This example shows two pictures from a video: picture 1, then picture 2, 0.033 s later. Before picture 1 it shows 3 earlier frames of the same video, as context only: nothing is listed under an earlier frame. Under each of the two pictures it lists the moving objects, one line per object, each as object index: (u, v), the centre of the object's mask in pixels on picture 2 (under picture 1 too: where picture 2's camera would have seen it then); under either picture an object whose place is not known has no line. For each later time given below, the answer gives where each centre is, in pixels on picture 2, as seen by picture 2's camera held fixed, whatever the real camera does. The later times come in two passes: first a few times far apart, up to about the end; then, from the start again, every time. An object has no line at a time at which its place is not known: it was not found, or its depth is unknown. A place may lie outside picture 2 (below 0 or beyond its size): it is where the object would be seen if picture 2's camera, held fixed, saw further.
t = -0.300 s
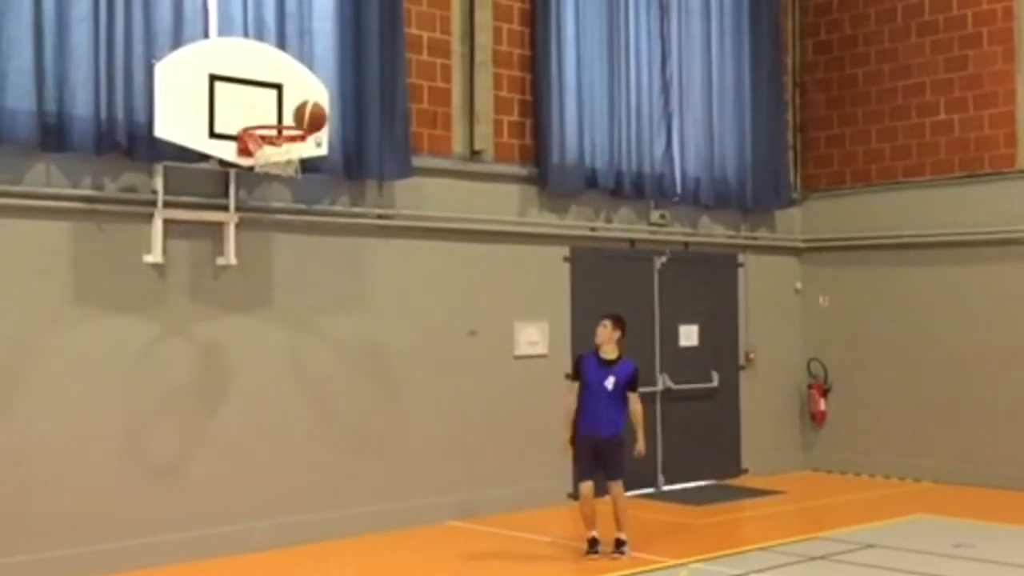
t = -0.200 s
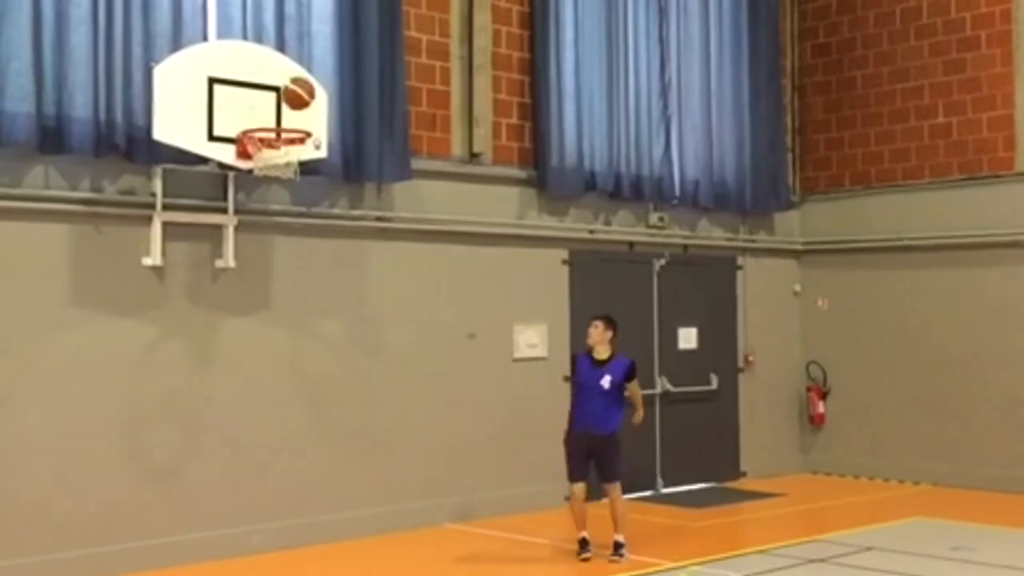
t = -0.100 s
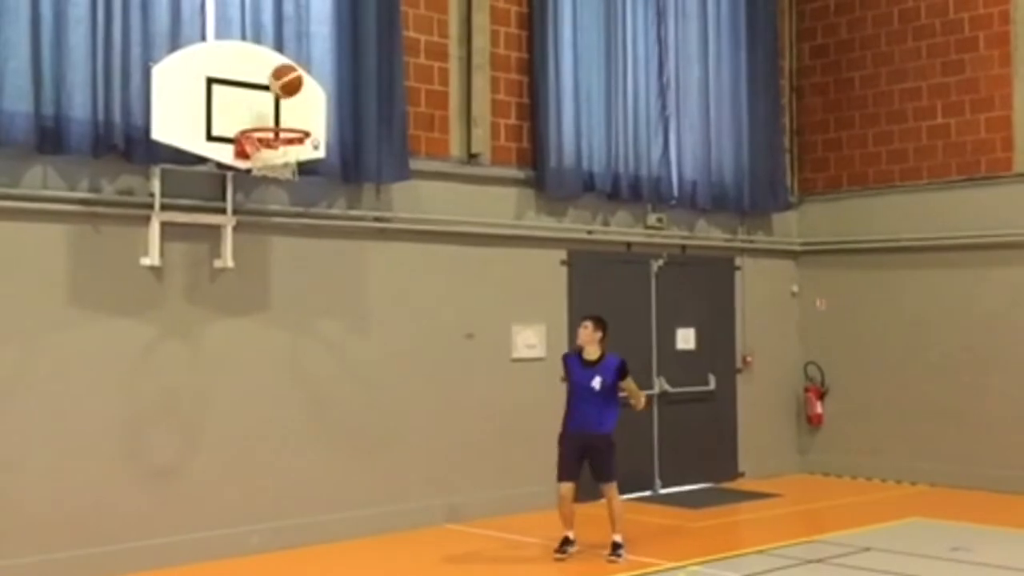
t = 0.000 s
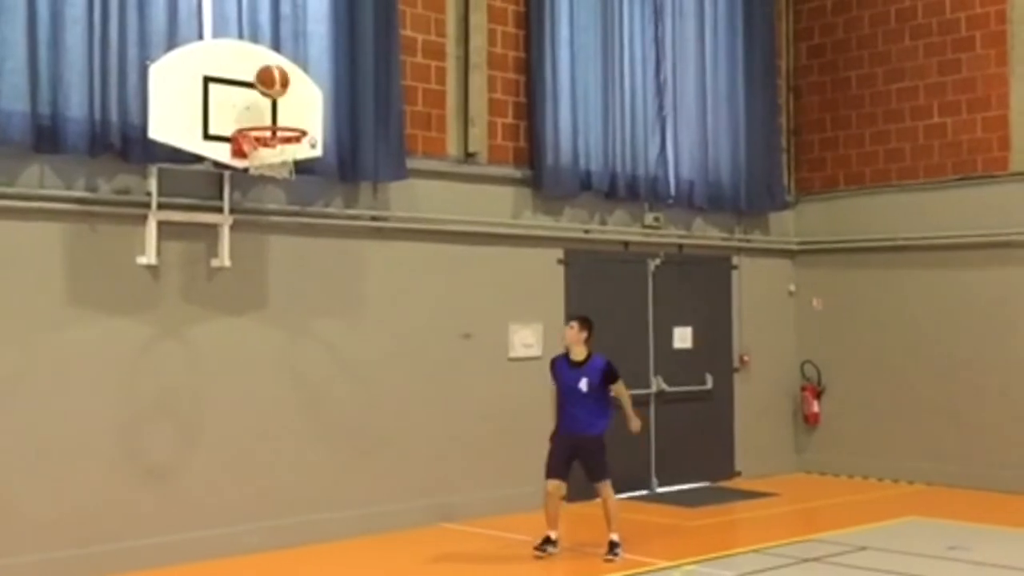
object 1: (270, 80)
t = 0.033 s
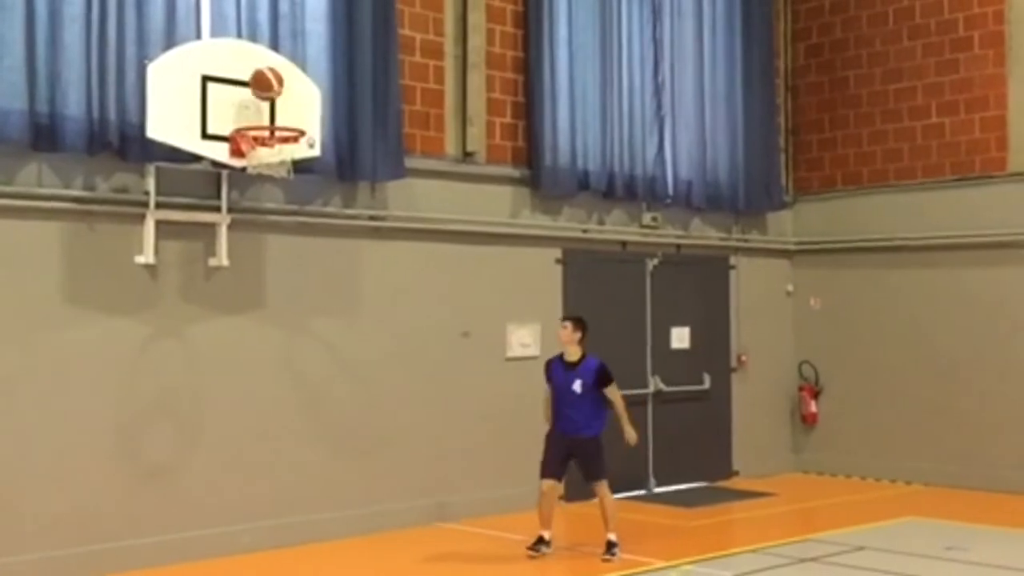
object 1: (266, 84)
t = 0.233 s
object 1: (249, 114)
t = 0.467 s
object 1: (245, 115)
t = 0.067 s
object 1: (262, 88)
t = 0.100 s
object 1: (259, 95)
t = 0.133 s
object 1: (255, 103)
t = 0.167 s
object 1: (251, 113)
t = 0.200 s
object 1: (250, 119)
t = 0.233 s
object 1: (249, 114)
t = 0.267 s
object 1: (248, 112)
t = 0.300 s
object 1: (249, 106)
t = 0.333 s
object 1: (249, 105)
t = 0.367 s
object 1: (248, 106)
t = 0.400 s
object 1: (247, 109)
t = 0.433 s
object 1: (246, 112)
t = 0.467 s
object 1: (245, 115)
